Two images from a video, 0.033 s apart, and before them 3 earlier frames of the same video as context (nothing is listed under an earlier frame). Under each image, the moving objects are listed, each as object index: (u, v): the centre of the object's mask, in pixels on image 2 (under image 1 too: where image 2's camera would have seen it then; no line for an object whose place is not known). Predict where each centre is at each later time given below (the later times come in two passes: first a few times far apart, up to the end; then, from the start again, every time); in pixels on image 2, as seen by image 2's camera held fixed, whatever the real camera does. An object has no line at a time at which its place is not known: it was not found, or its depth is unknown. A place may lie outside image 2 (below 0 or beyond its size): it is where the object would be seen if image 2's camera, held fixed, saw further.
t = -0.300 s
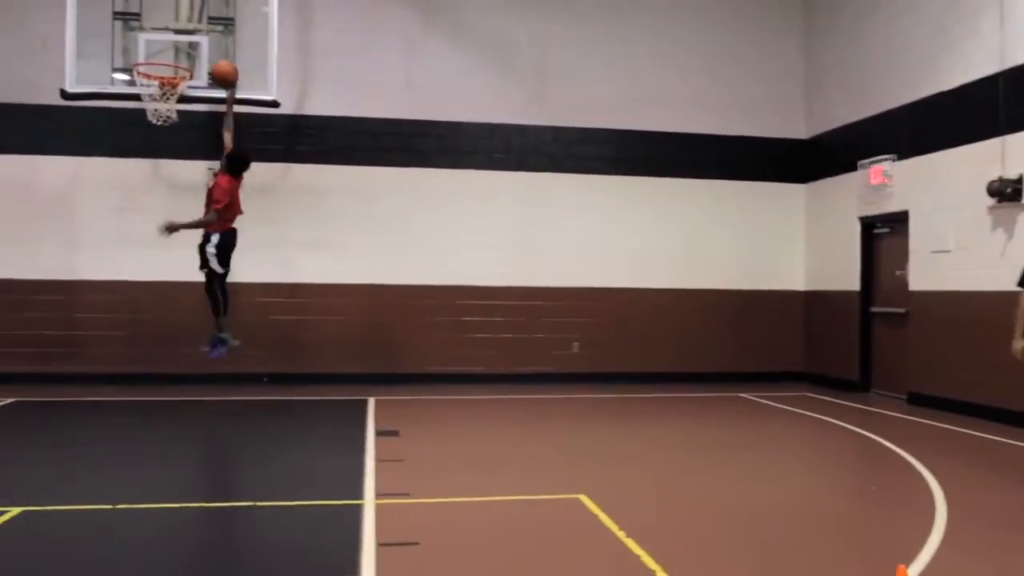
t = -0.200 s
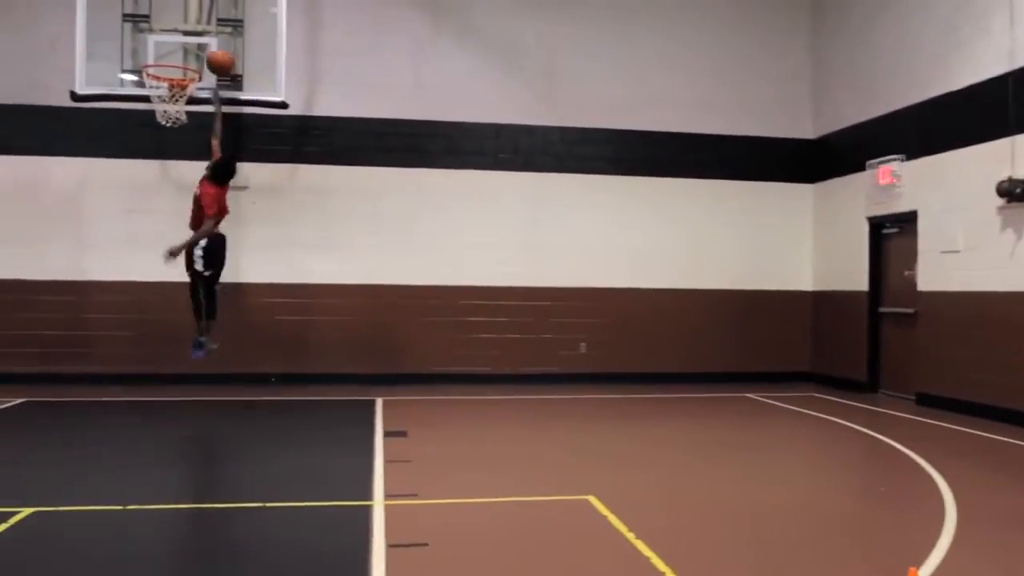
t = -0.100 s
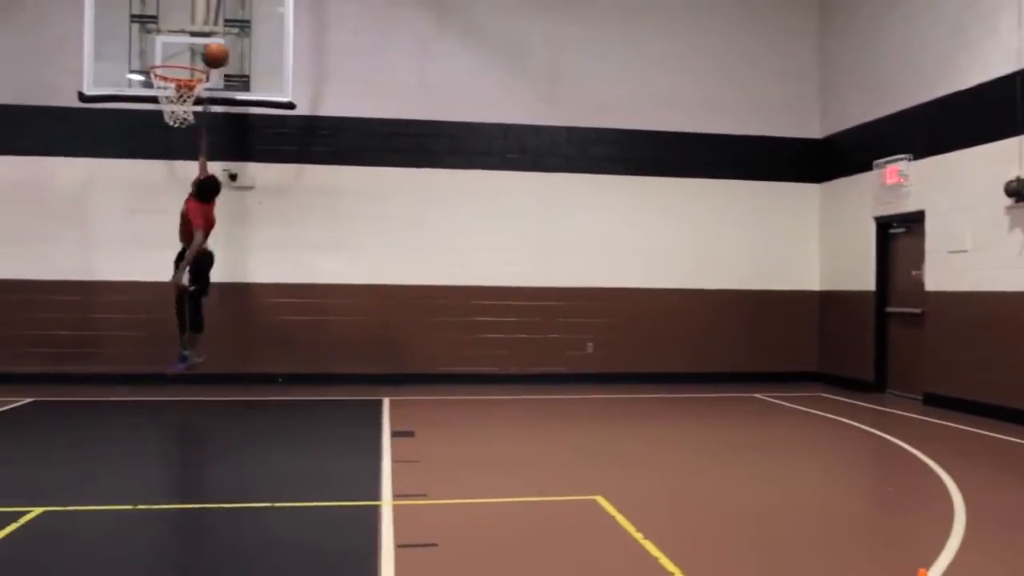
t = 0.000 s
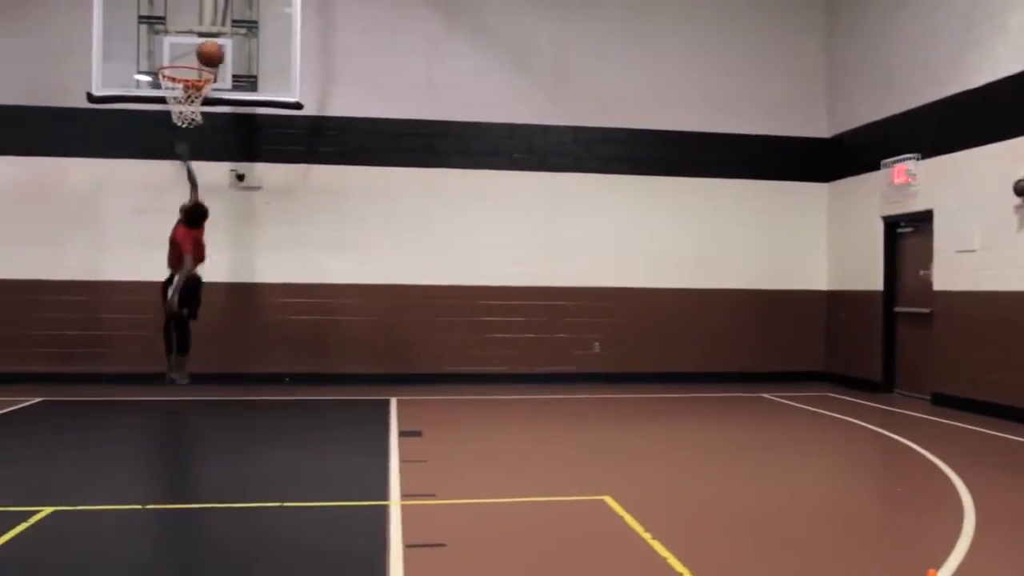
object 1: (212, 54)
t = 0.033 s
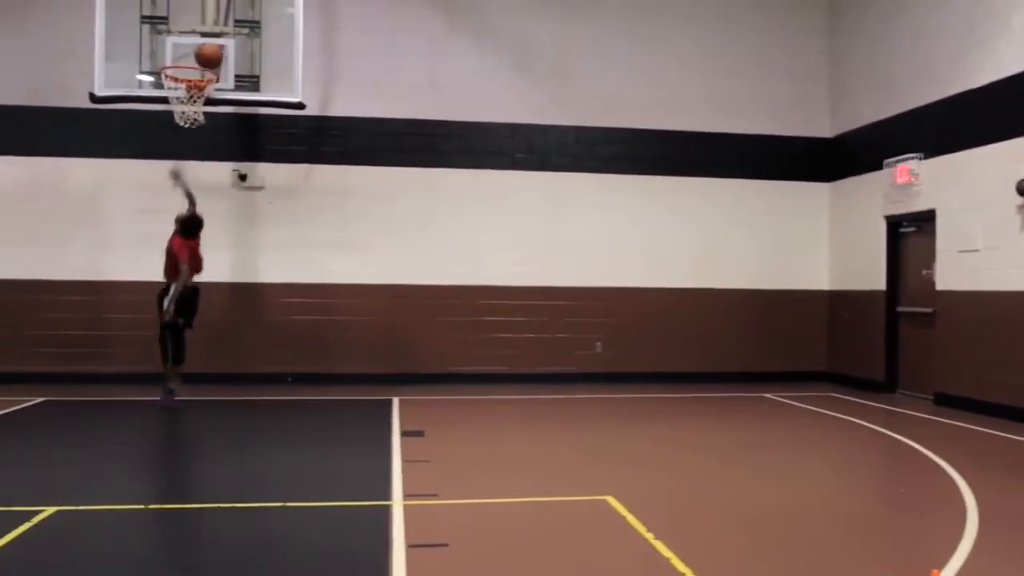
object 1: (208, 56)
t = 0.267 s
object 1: (186, 95)
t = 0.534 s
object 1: (175, 196)
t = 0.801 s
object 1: (162, 369)
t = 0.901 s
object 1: (161, 377)
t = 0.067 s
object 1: (203, 58)
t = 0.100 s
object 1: (200, 62)
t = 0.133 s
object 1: (195, 73)
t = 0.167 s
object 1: (193, 80)
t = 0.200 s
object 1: (191, 83)
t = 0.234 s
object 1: (187, 92)
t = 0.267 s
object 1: (186, 95)
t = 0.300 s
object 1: (189, 117)
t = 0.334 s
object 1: (182, 119)
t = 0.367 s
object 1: (182, 125)
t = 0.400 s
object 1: (180, 137)
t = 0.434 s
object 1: (179, 150)
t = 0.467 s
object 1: (177, 164)
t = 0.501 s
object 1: (176, 180)
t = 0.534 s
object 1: (175, 196)
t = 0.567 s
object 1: (173, 214)
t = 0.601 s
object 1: (172, 233)
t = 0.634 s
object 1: (170, 252)
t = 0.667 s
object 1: (169, 272)
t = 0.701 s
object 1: (167, 294)
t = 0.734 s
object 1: (166, 315)
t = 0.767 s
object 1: (164, 340)
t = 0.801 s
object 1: (162, 369)
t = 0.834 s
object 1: (162, 393)
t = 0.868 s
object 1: (162, 395)
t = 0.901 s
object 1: (161, 377)
